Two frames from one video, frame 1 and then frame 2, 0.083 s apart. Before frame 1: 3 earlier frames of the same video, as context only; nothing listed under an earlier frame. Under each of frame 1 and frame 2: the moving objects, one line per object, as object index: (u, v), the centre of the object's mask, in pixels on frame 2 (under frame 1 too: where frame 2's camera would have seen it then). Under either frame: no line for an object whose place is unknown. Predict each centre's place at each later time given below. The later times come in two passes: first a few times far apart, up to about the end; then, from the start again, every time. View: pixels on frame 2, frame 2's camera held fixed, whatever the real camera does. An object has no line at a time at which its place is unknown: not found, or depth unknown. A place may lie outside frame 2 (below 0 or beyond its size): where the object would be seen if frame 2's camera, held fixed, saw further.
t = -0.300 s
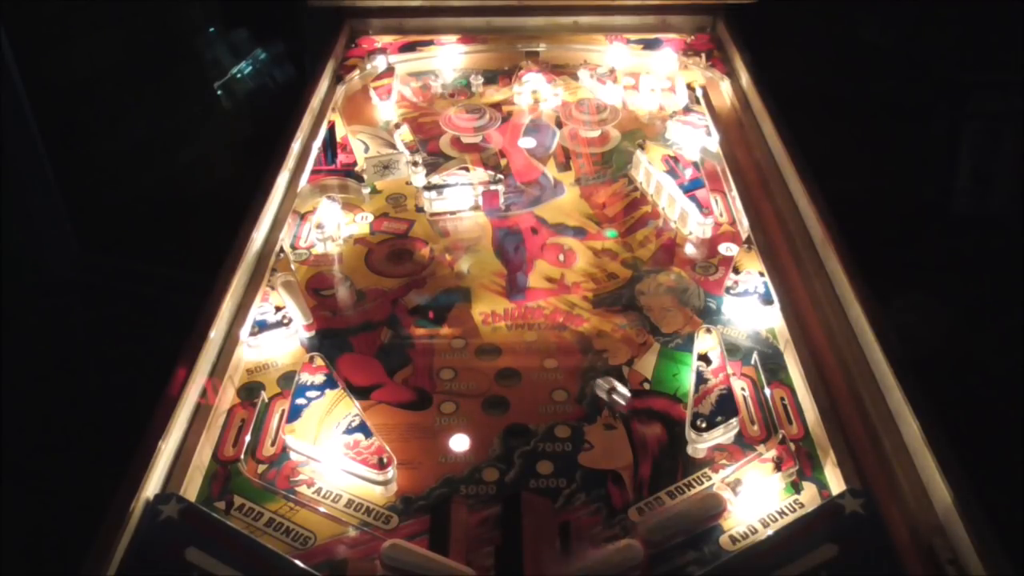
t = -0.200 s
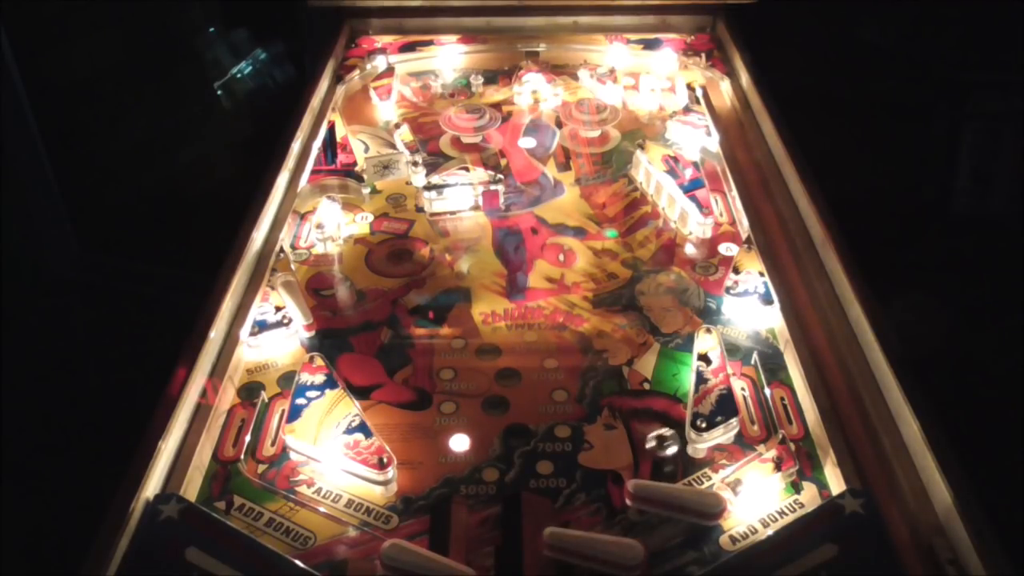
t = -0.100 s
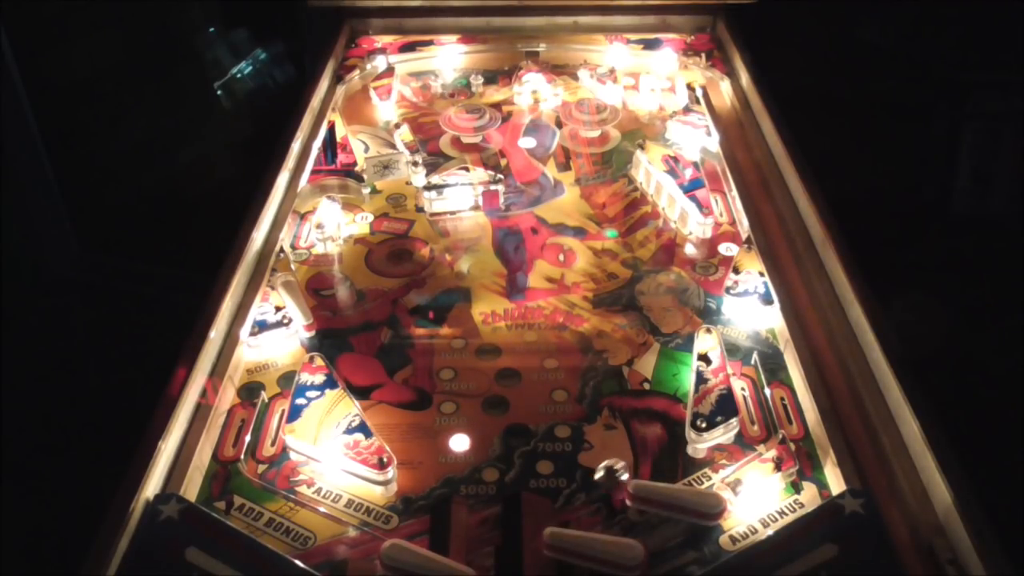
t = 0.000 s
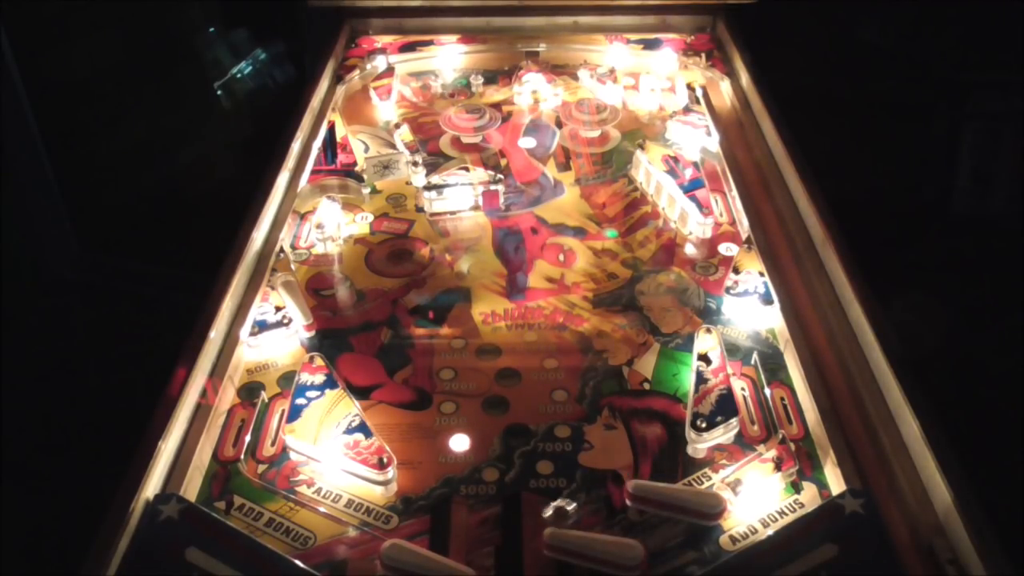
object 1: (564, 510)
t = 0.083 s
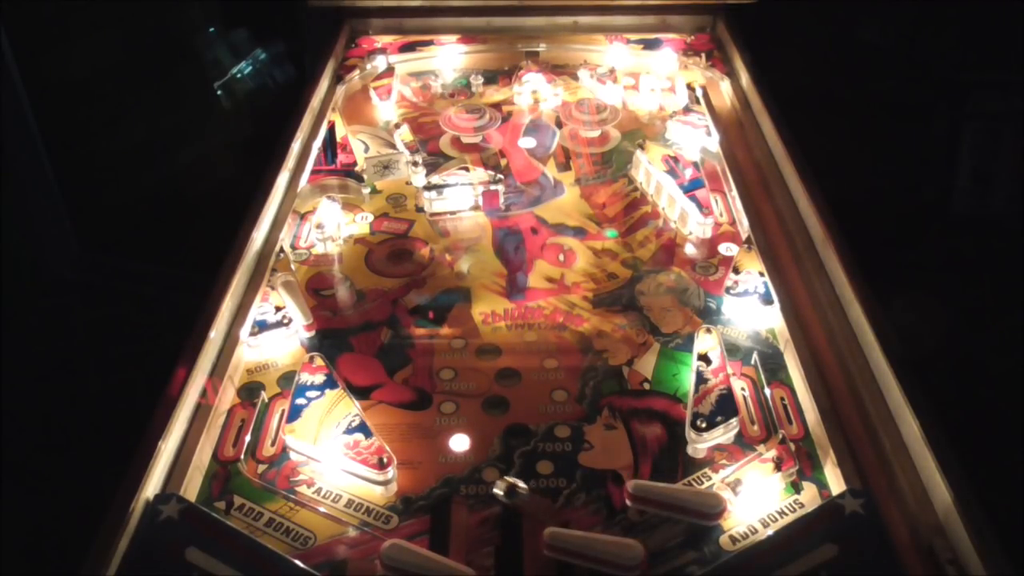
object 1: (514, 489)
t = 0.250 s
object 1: (429, 463)
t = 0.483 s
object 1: (420, 400)
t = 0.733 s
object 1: (426, 364)
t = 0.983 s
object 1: (428, 361)
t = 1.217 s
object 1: (429, 385)
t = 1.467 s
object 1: (424, 450)
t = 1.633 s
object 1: (414, 516)
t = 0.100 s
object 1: (505, 485)
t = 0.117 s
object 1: (497, 482)
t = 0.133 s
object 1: (488, 479)
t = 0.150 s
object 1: (480, 476)
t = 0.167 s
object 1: (471, 474)
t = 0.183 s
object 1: (462, 471)
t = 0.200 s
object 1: (454, 468)
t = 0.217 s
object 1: (446, 466)
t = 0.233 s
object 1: (437, 464)
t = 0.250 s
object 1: (429, 463)
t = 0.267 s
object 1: (419, 463)
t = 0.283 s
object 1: (412, 459)
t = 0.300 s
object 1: (412, 452)
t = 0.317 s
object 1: (413, 446)
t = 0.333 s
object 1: (413, 441)
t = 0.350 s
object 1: (414, 435)
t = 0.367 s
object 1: (415, 430)
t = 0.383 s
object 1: (416, 425)
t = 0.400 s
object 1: (417, 420)
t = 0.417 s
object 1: (417, 416)
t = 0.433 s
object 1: (418, 411)
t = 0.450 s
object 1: (419, 407)
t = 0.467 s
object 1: (419, 404)
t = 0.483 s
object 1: (420, 400)
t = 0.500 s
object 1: (420, 396)
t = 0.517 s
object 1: (421, 392)
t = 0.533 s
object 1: (422, 389)
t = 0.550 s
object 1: (422, 386)
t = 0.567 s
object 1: (423, 383)
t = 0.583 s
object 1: (423, 380)
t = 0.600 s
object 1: (424, 378)
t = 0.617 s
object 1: (424, 376)
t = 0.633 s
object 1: (424, 374)
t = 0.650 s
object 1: (424, 372)
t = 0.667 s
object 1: (425, 370)
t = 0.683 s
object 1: (425, 369)
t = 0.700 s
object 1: (425, 367)
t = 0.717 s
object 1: (425, 366)
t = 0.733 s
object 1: (426, 364)
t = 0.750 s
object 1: (426, 363)
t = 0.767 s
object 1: (426, 363)
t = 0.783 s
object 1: (426, 362)
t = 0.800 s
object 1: (426, 361)
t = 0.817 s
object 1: (426, 360)
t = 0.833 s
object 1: (426, 360)
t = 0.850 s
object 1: (427, 359)
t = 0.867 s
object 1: (427, 359)
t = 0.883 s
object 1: (427, 359)
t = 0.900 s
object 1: (427, 359)
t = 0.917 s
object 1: (427, 359)
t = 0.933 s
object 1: (427, 359)
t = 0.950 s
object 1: (427, 360)
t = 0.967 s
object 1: (428, 361)
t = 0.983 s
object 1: (428, 361)
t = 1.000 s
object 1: (428, 362)
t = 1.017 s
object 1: (428, 363)
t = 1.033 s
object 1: (428, 364)
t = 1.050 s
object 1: (429, 365)
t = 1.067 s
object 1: (429, 367)
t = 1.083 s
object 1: (429, 368)
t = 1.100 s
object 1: (429, 370)
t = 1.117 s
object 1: (429, 372)
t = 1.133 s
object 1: (429, 373)
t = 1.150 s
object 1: (429, 376)
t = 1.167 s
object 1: (429, 378)
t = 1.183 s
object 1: (429, 380)
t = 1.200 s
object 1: (429, 383)
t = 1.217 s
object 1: (429, 385)
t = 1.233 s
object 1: (429, 389)
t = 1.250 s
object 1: (428, 392)
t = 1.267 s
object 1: (428, 395)
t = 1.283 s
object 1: (428, 398)
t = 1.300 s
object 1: (428, 402)
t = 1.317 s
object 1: (427, 406)
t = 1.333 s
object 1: (427, 409)
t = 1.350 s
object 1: (426, 413)
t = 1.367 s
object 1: (426, 418)
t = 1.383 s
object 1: (426, 422)
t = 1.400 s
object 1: (425, 427)
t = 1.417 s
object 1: (426, 433)
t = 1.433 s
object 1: (425, 438)
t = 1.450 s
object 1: (425, 444)
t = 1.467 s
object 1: (424, 450)
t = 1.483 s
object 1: (423, 456)
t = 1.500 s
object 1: (423, 464)
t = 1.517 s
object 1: (422, 470)
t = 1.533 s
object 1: (421, 476)
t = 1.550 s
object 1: (420, 482)
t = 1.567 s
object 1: (419, 489)
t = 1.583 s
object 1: (418, 497)
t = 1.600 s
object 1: (417, 503)
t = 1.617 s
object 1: (416, 510)
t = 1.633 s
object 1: (414, 516)
